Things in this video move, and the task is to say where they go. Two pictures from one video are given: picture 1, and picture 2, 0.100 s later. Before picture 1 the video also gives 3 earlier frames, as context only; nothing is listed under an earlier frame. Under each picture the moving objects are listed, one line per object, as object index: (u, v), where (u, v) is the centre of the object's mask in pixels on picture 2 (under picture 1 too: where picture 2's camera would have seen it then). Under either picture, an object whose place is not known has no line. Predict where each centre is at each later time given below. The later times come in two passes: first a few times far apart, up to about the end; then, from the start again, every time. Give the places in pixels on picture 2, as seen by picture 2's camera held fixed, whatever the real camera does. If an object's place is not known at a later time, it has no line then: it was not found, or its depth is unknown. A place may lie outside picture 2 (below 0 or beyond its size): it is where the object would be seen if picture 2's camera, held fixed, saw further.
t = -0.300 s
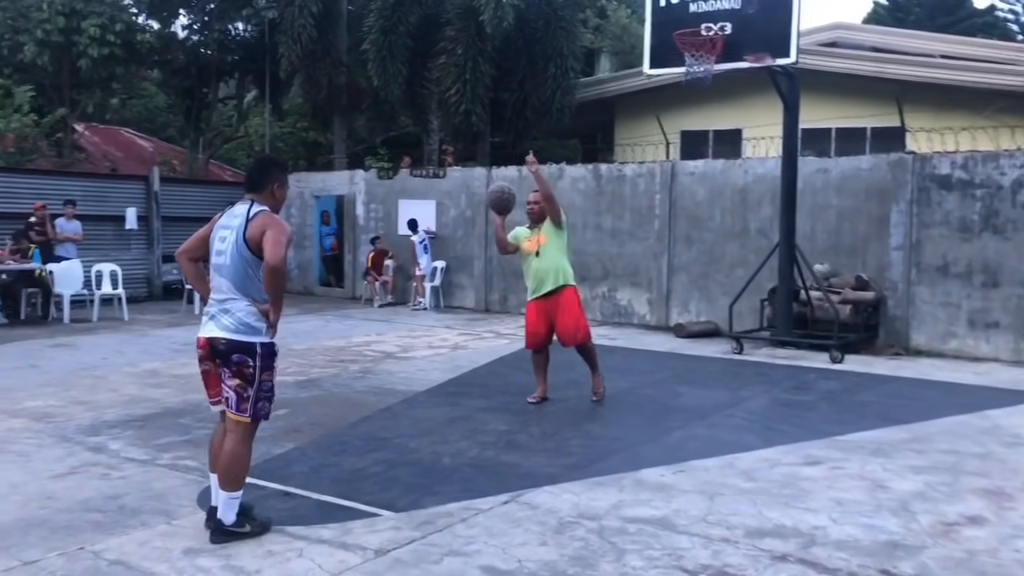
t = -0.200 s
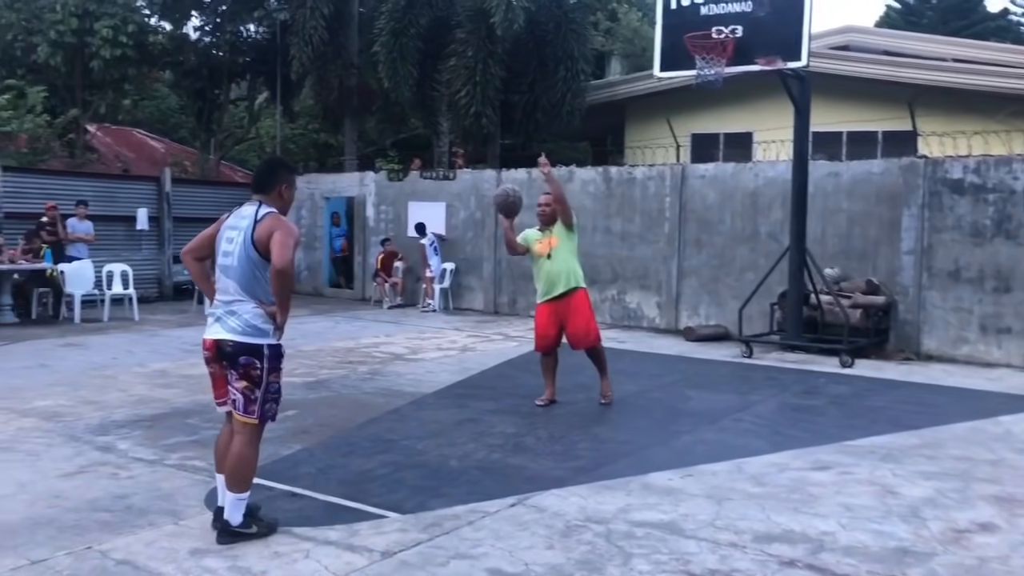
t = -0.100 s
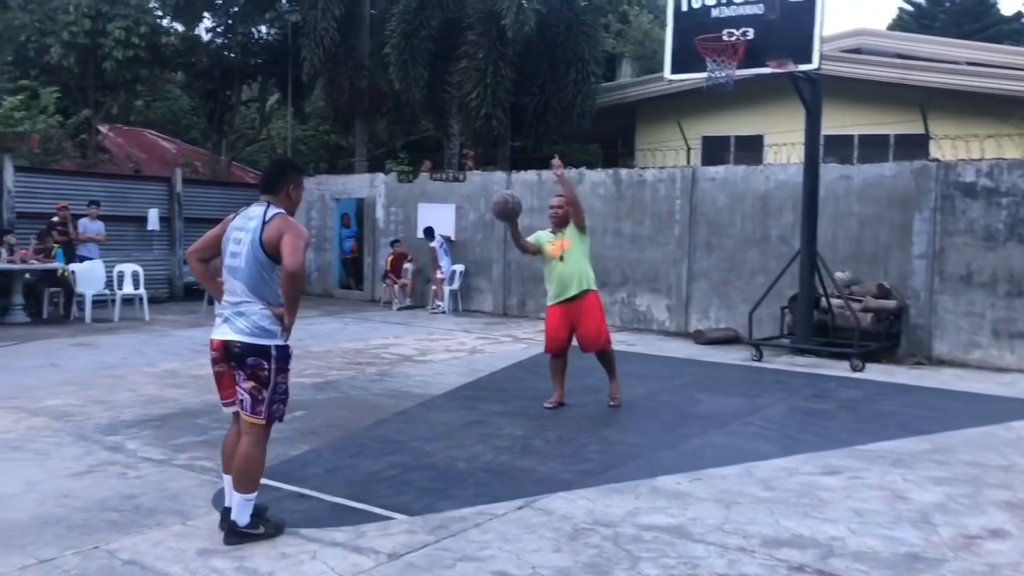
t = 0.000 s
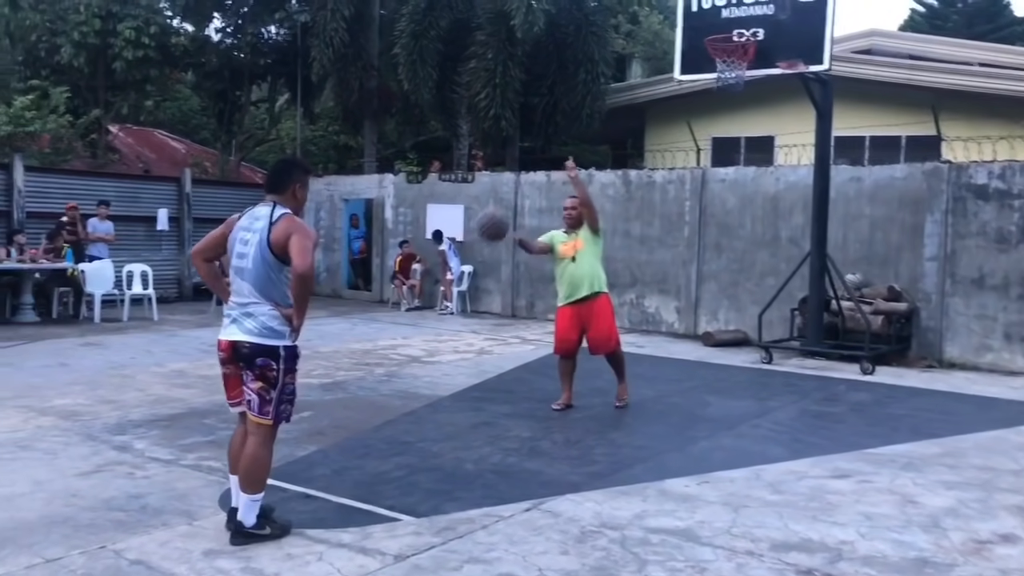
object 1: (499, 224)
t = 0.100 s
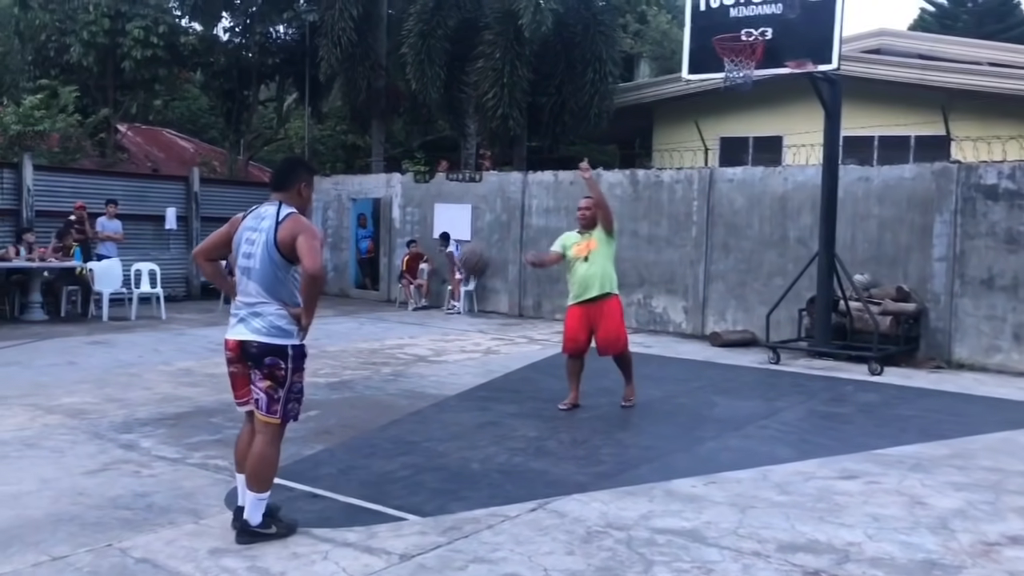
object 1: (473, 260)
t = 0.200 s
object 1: (444, 316)
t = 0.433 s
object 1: (374, 420)
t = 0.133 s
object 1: (461, 276)
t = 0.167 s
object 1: (453, 292)
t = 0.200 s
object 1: (444, 316)
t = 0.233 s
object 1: (435, 339)
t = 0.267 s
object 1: (423, 366)
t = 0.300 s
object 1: (412, 393)
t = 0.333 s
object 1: (398, 433)
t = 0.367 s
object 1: (386, 460)
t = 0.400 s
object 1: (381, 439)
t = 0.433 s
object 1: (374, 420)
